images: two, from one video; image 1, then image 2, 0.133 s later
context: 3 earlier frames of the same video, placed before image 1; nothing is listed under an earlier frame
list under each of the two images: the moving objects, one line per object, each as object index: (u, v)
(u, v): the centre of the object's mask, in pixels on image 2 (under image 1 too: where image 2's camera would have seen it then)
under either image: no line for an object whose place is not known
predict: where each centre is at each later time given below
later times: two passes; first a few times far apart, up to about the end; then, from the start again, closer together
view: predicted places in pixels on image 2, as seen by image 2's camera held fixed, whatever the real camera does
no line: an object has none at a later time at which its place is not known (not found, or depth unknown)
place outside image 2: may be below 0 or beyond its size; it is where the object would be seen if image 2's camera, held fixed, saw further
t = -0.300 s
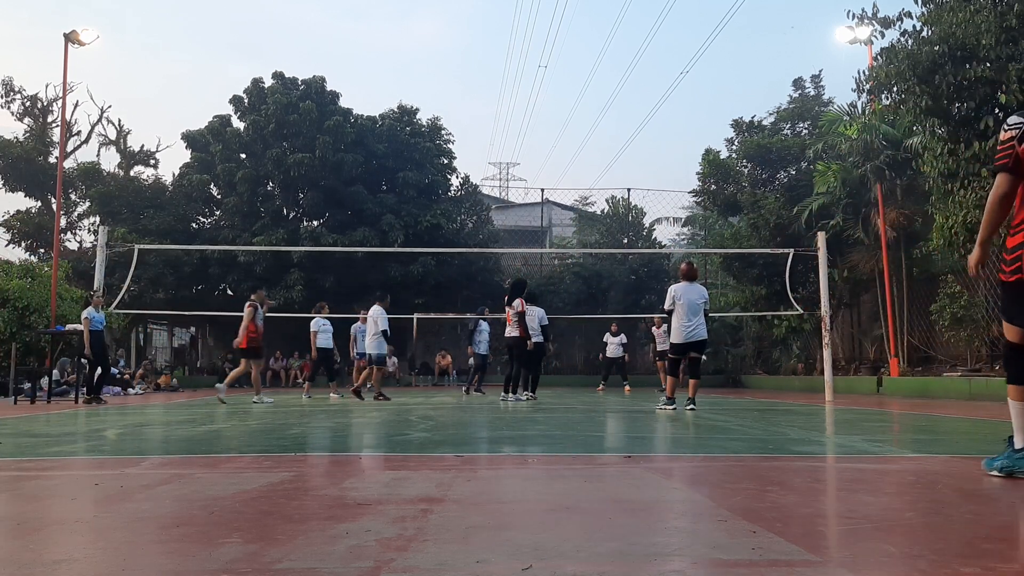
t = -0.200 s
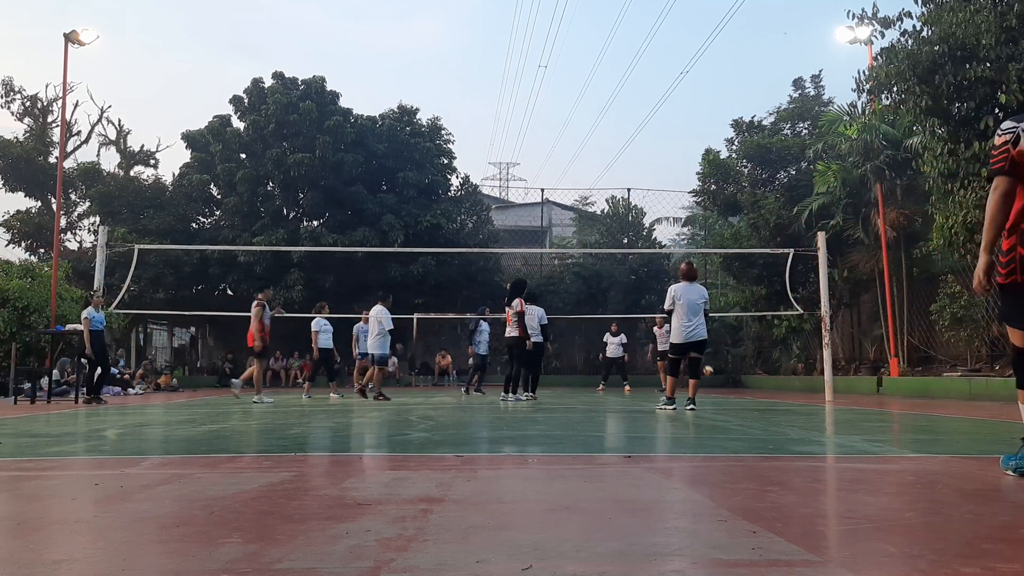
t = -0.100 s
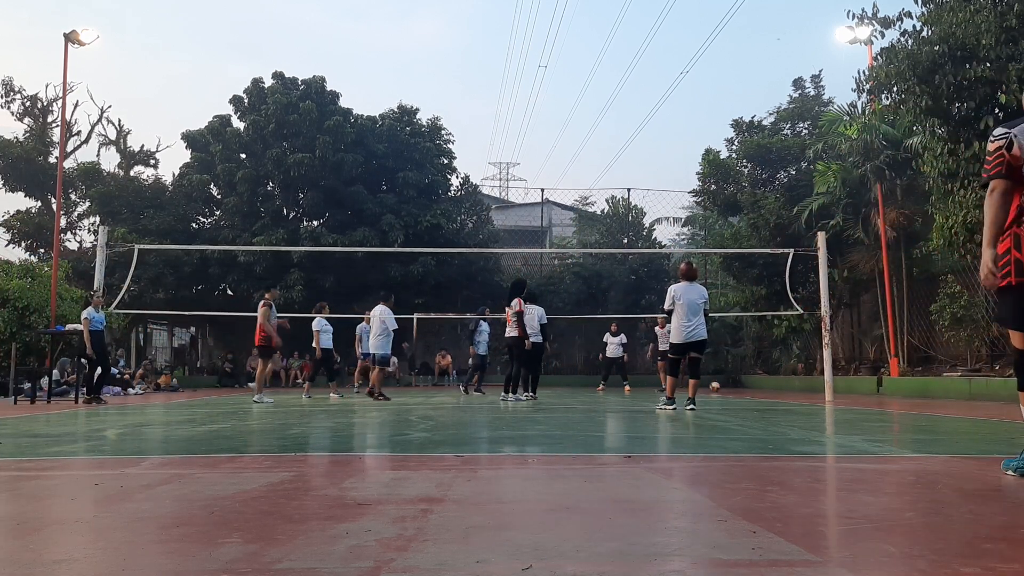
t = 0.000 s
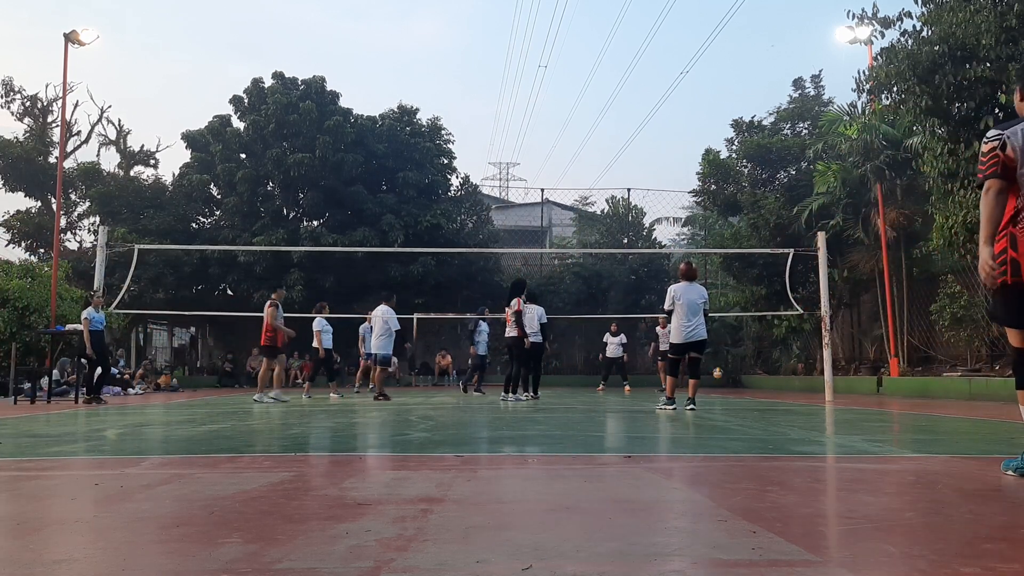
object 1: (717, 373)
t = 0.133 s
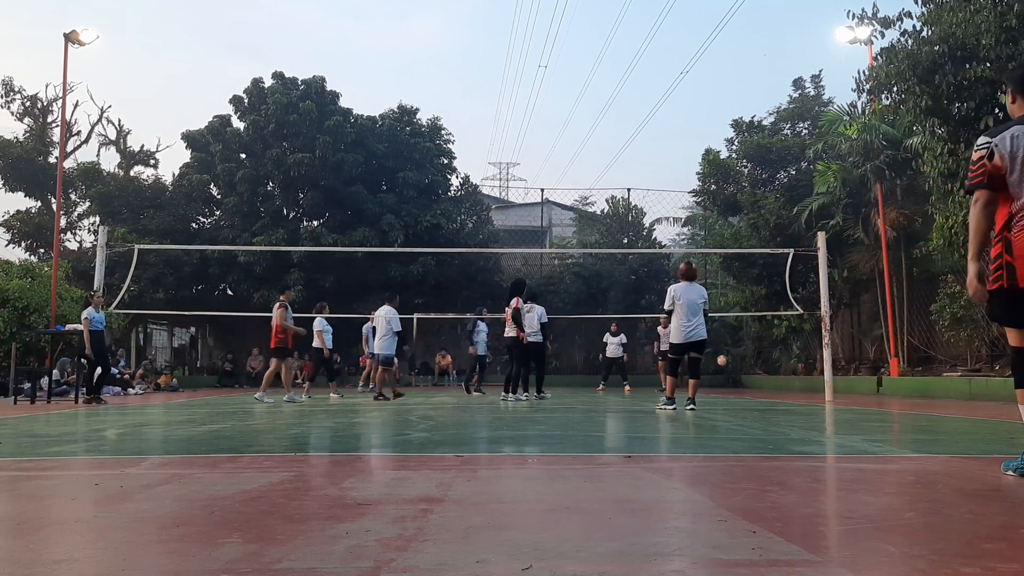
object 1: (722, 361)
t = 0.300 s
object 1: (728, 357)
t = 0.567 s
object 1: (739, 383)
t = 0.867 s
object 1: (754, 365)
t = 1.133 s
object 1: (770, 379)
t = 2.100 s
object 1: (839, 390)
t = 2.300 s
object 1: (857, 385)
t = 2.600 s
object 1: (888, 394)
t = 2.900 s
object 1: (926, 404)
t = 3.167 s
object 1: (964, 401)
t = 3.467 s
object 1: (1014, 412)
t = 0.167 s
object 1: (723, 359)
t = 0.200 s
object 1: (724, 358)
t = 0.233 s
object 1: (726, 357)
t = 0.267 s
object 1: (727, 356)
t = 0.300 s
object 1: (728, 357)
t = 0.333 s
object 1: (729, 358)
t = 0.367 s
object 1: (731, 360)
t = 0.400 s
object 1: (731, 362)
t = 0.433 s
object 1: (733, 365)
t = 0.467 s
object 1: (735, 368)
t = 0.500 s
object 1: (736, 372)
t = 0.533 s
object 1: (737, 377)
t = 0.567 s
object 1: (739, 383)
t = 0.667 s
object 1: (744, 381)
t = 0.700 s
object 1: (745, 377)
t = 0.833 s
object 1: (752, 366)
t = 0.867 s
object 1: (754, 365)
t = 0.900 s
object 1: (756, 365)
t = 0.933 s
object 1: (758, 365)
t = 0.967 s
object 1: (760, 366)
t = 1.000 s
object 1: (761, 366)
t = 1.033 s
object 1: (763, 368)
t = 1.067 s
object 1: (766, 370)
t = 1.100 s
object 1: (768, 374)
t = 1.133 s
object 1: (770, 379)
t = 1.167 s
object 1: (771, 384)
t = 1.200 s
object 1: (773, 390)
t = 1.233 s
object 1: (776, 390)
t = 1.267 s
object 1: (779, 386)
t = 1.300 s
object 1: (780, 383)
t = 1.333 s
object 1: (782, 379)
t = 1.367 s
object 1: (784, 377)
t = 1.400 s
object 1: (786, 374)
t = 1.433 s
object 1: (789, 373)
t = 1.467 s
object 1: (790, 373)
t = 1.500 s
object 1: (792, 373)
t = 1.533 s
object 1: (795, 375)
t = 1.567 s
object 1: (797, 377)
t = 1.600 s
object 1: (800, 379)
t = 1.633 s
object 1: (802, 384)
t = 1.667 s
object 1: (804, 387)
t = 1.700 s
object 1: (807, 393)
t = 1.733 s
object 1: (810, 394)
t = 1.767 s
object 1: (812, 390)
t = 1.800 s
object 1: (815, 386)
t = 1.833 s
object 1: (816, 383)
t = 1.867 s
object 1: (819, 381)
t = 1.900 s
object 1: (822, 380)
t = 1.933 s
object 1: (825, 380)
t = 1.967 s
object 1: (827, 380)
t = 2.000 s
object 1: (830, 381)
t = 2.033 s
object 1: (834, 383)
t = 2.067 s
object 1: (835, 385)
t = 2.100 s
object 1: (839, 390)
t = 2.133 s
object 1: (842, 395)
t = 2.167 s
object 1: (845, 397)
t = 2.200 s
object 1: (848, 392)
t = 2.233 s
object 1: (851, 389)
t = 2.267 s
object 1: (854, 386)
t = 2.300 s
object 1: (857, 385)
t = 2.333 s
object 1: (860, 384)
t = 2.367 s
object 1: (864, 383)
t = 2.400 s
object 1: (866, 384)
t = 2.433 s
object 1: (870, 386)
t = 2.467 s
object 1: (874, 390)
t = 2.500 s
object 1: (878, 395)
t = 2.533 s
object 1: (881, 400)
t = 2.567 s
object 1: (885, 398)
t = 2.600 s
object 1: (888, 394)
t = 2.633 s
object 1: (892, 391)
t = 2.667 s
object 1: (896, 390)
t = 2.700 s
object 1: (901, 389)
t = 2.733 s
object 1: (904, 389)
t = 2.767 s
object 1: (908, 390)
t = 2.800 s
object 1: (912, 392)
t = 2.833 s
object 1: (917, 396)
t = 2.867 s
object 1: (921, 401)
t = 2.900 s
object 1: (926, 404)
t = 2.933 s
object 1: (930, 399)
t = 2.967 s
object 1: (934, 396)
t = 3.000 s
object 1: (939, 393)
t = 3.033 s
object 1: (944, 392)
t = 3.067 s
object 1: (949, 393)
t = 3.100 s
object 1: (953, 395)
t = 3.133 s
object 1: (959, 397)
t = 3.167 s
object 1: (964, 401)
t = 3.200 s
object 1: (969, 407)
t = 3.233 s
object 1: (976, 406)
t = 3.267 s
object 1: (982, 403)
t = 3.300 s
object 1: (987, 401)
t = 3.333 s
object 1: (993, 401)
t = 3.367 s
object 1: (1000, 401)
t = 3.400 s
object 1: (1005, 403)
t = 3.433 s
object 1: (1011, 407)
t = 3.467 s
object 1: (1014, 412)
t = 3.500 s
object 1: (1018, 411)
